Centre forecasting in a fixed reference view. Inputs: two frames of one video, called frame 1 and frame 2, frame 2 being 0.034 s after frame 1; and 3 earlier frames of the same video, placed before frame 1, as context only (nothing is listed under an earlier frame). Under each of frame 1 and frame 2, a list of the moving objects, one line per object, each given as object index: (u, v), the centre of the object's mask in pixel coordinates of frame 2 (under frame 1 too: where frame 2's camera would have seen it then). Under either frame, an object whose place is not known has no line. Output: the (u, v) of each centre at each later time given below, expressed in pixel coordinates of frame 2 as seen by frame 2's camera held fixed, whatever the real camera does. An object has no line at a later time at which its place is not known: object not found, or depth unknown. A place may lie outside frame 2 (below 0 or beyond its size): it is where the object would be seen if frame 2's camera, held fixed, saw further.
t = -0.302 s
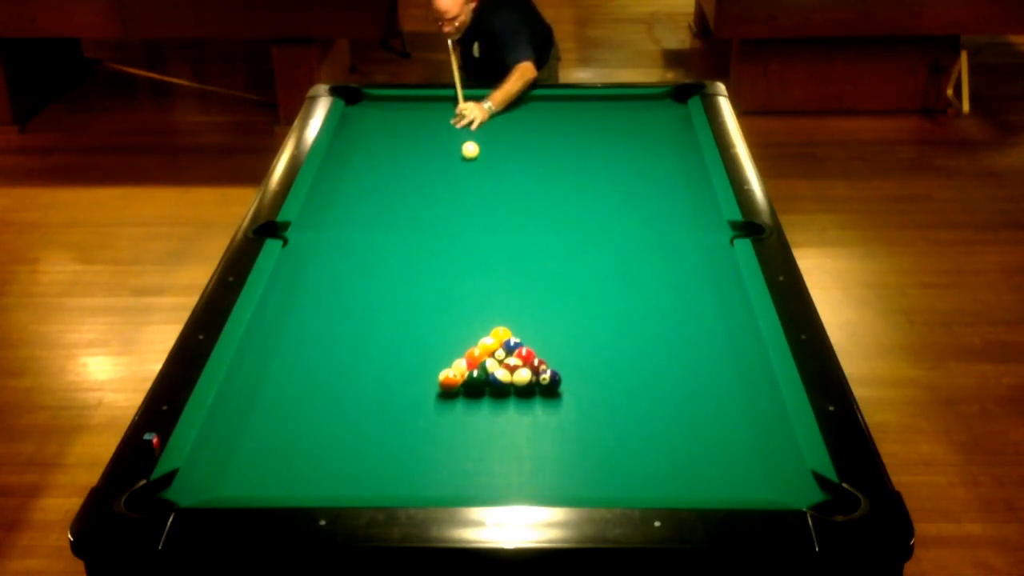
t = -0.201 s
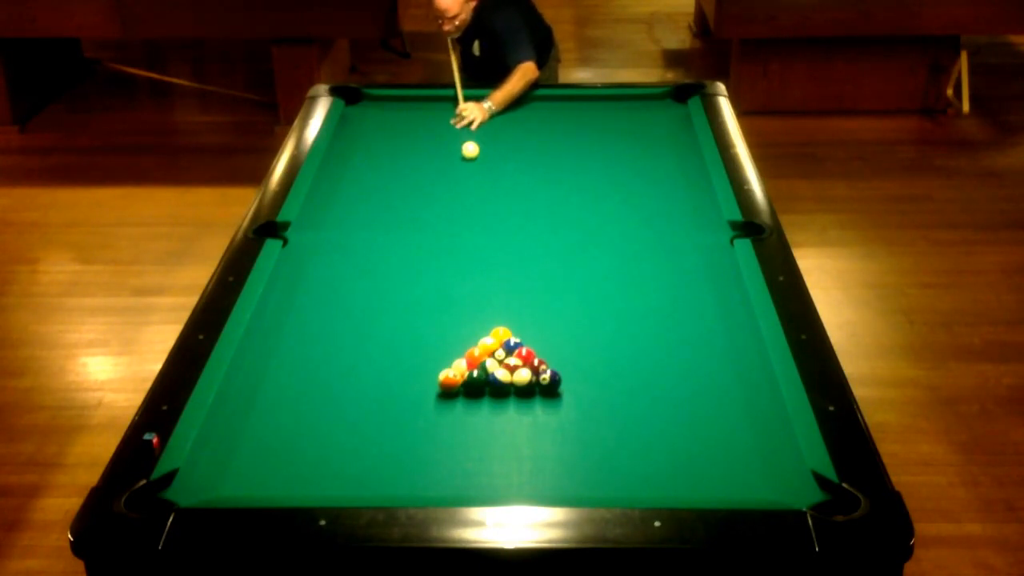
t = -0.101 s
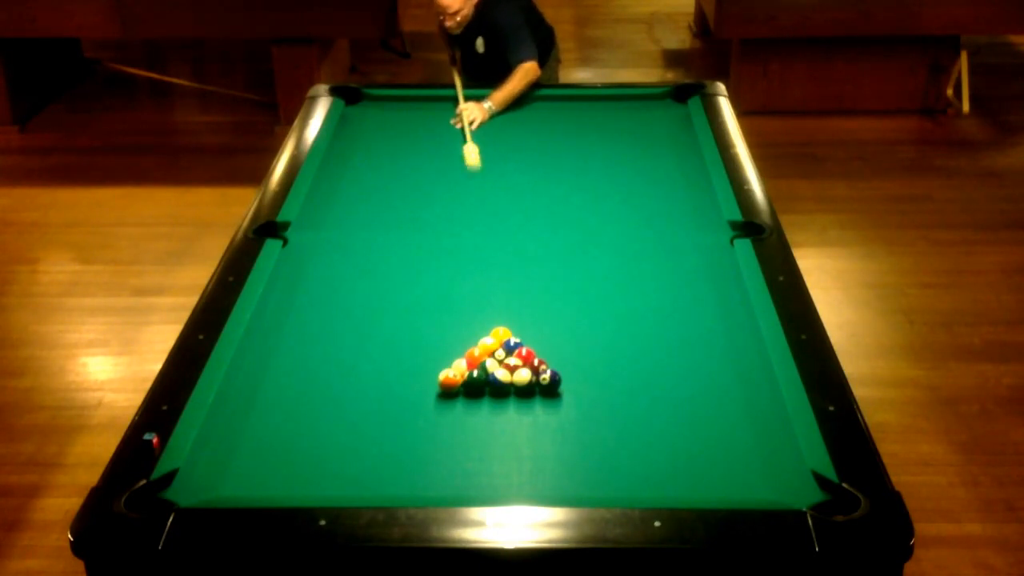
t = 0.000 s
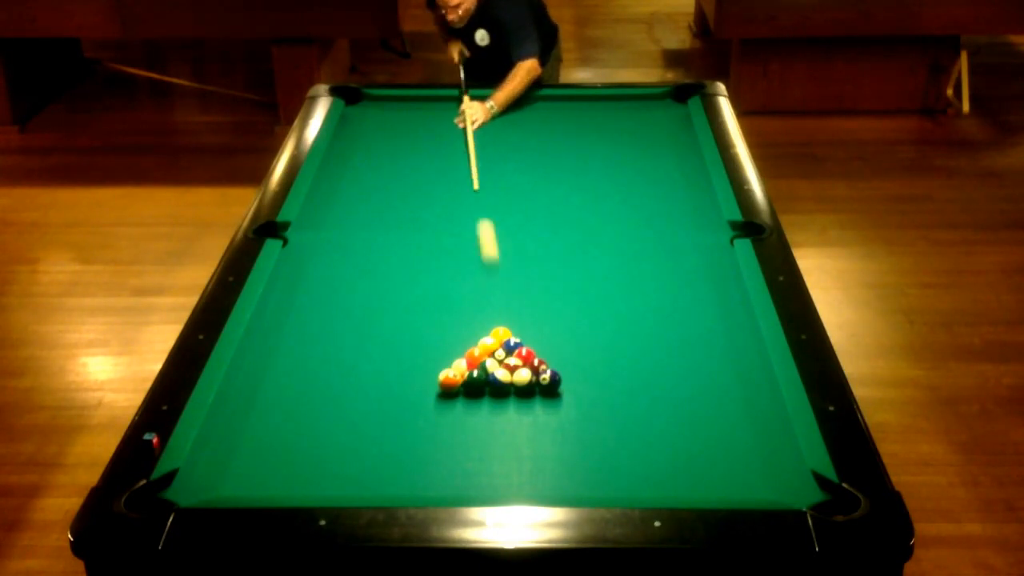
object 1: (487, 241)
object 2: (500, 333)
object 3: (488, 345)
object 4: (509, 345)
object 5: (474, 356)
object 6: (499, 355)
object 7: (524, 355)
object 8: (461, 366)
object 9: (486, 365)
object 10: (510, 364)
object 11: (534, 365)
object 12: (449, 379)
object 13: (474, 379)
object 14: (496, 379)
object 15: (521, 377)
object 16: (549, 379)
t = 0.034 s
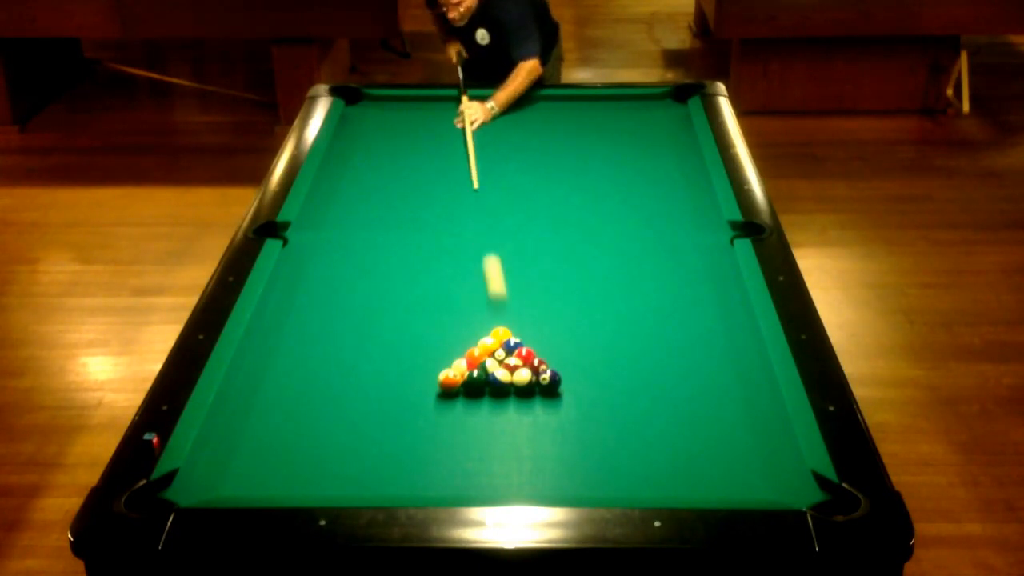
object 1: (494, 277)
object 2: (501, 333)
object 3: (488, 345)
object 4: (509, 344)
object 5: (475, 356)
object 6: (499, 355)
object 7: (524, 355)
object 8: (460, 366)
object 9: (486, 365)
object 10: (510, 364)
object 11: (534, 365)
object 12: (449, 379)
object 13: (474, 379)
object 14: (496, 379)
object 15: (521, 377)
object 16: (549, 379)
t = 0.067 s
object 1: (502, 310)
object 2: (501, 333)
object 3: (487, 345)
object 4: (509, 344)
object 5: (474, 355)
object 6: (499, 355)
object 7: (524, 354)
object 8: (460, 366)
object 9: (486, 365)
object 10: (510, 365)
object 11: (534, 366)
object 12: (448, 380)
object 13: (474, 379)
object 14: (496, 379)
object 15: (521, 378)
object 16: (549, 379)
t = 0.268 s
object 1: (610, 297)
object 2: (507, 324)
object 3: (450, 326)
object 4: (519, 341)
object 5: (419, 344)
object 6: (506, 355)
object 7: (554, 348)
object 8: (422, 363)
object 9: (487, 368)
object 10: (512, 370)
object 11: (556, 367)
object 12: (295, 463)
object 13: (474, 439)
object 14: (514, 425)
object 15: (573, 440)
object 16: (655, 470)
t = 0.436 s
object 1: (695, 284)
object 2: (513, 314)
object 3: (423, 311)
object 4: (523, 335)
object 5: (378, 336)
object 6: (510, 355)
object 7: (578, 343)
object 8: (392, 360)
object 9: (487, 369)
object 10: (512, 371)
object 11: (566, 372)
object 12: (258, 405)
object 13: (475, 483)
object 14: (526, 463)
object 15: (610, 481)
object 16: (705, 461)
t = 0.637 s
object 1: (700, 277)
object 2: (520, 303)
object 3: (394, 294)
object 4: (529, 329)
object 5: (332, 326)
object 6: (515, 355)
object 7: (603, 336)
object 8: (357, 355)
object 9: (487, 369)
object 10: (512, 376)
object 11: (581, 375)
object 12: (260, 352)
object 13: (479, 457)
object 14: (539, 477)
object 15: (626, 454)
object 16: (745, 424)
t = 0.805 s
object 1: (661, 279)
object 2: (525, 295)
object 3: (371, 281)
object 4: (533, 324)
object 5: (316, 308)
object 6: (518, 356)
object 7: (625, 331)
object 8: (330, 351)
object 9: (487, 369)
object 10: (512, 376)
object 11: (592, 375)
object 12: (279, 326)
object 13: (482, 435)
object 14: (545, 458)
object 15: (638, 433)
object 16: (770, 397)
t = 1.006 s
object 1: (625, 289)
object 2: (530, 285)
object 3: (345, 266)
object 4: (537, 320)
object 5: (330, 276)
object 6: (521, 358)
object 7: (648, 325)
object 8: (298, 348)
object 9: (487, 368)
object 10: (512, 376)
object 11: (604, 377)
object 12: (264, 311)
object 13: (486, 411)
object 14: (553, 437)
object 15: (653, 410)
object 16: (738, 368)
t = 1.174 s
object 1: (595, 298)
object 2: (535, 278)
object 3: (339, 246)
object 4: (540, 316)
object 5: (322, 262)
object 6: (522, 357)
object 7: (666, 320)
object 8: (273, 344)
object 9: (487, 369)
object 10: (512, 376)
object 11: (613, 378)
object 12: (278, 297)
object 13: (487, 392)
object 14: (557, 422)
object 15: (664, 391)
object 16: (716, 346)
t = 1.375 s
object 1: (564, 308)
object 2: (539, 269)
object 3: (332, 224)
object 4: (538, 314)
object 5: (314, 248)
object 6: (523, 357)
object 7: (684, 311)
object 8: (254, 340)
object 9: (486, 362)
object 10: (513, 375)
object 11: (623, 379)
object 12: (294, 280)
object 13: (491, 379)
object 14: (564, 405)
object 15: (676, 372)
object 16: (692, 325)
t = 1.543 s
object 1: (562, 310)
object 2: (543, 262)
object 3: (327, 207)
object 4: (517, 316)
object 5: (307, 237)
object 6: (522, 356)
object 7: (693, 298)
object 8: (271, 336)
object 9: (485, 356)
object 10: (516, 374)
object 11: (630, 378)
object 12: (305, 268)
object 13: (491, 379)
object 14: (568, 391)
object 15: (686, 356)
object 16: (683, 322)
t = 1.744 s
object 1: (560, 312)
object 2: (546, 255)
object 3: (321, 189)
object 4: (494, 318)
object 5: (300, 225)
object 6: (522, 355)
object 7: (703, 282)
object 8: (287, 332)
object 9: (483, 346)
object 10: (518, 373)
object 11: (636, 378)
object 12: (319, 254)
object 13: (491, 379)
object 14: (572, 376)
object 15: (696, 341)
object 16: (673, 317)
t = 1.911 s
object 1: (559, 314)
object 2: (549, 250)
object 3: (326, 176)
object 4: (476, 319)
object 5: (315, 221)
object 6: (522, 355)
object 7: (711, 270)
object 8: (301, 328)
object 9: (482, 338)
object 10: (519, 373)
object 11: (641, 379)
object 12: (329, 243)
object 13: (491, 377)
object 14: (577, 368)
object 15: (704, 327)
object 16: (665, 313)
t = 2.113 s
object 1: (558, 315)
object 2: (552, 244)
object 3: (338, 162)
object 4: (455, 323)
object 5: (332, 217)
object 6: (522, 355)
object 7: (719, 257)
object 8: (315, 326)
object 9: (482, 330)
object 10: (519, 373)
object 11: (645, 379)
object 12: (340, 232)
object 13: (491, 377)
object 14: (581, 354)
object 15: (714, 312)
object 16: (657, 309)
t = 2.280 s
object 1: (557, 316)
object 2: (555, 240)
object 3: (347, 152)
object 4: (438, 325)
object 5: (346, 212)
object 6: (522, 355)
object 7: (723, 246)
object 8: (325, 323)
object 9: (481, 325)
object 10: (520, 373)
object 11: (647, 379)
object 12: (349, 224)
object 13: (491, 377)
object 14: (584, 345)
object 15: (720, 300)
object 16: (651, 306)
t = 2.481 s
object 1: (557, 317)
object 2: (558, 235)
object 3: (358, 140)
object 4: (419, 328)
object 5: (358, 206)
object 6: (522, 355)
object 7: (715, 236)
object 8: (339, 320)
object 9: (480, 318)
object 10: (520, 373)
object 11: (649, 379)
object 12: (363, 219)
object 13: (491, 376)
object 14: (588, 336)
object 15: (729, 289)
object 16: (645, 302)
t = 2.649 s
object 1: (557, 317)
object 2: (560, 231)
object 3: (366, 131)
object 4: (404, 330)
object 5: (368, 201)
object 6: (522, 355)
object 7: (710, 229)
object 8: (347, 318)
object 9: (479, 312)
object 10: (520, 373)
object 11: (650, 380)
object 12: (372, 216)
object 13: (491, 376)
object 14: (591, 328)
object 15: (733, 280)
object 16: (641, 301)
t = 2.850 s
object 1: (557, 317)
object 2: (562, 227)
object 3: (375, 121)
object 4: (388, 331)
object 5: (379, 195)
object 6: (522, 355)
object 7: (703, 220)
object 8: (356, 315)
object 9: (478, 309)
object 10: (520, 373)
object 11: (649, 380)
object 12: (383, 212)
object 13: (491, 378)
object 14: (593, 319)
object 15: (725, 272)
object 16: (637, 298)
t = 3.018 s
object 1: (557, 317)
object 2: (563, 225)
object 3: (382, 114)
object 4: (376, 332)
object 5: (387, 191)
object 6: (522, 355)
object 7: (698, 214)
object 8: (363, 313)
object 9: (478, 306)
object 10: (520, 373)
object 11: (649, 380)
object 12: (393, 210)
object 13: (491, 378)
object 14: (595, 313)
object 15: (720, 265)
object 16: (634, 296)
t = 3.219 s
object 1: (557, 317)
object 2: (565, 222)
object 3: (390, 105)
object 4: (361, 334)
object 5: (396, 186)
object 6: (522, 355)
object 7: (692, 207)
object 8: (371, 311)
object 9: (478, 301)
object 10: (520, 373)
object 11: (649, 380)
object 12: (401, 207)
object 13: (491, 377)
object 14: (597, 307)
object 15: (713, 259)
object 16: (631, 294)
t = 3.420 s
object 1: (557, 317)
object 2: (566, 219)
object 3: (397, 98)
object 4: (348, 336)
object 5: (405, 181)
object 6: (522, 355)
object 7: (687, 201)
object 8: (376, 310)
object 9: (478, 297)
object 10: (520, 373)
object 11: (649, 379)
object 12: (410, 204)
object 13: (491, 378)
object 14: (600, 302)
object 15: (706, 252)
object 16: (630, 293)
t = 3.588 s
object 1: (557, 317)
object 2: (567, 217)
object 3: (399, 101)
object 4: (338, 338)
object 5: (411, 177)
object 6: (522, 355)
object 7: (683, 195)
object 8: (379, 309)
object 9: (478, 294)
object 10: (520, 373)
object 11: (649, 379)
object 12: (416, 202)
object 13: (491, 378)
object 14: (601, 297)
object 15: (701, 246)
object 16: (629, 293)
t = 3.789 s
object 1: (557, 317)
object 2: (568, 216)
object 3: (400, 105)
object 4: (327, 339)
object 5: (418, 173)
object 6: (522, 355)
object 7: (679, 190)
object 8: (382, 308)
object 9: (478, 291)
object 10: (520, 373)
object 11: (649, 379)
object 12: (423, 200)
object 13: (491, 377)
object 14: (602, 291)
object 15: (696, 242)
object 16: (629, 293)
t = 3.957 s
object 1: (557, 317)
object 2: (569, 215)
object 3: (402, 108)
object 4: (319, 340)
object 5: (423, 170)
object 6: (522, 355)
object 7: (675, 186)
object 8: (384, 307)
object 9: (478, 292)
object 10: (520, 373)
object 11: (649, 379)
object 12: (428, 199)
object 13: (491, 378)
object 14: (603, 288)
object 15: (693, 239)
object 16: (629, 293)
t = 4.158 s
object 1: (557, 317)
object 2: (569, 215)
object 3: (404, 112)
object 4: (311, 341)
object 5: (429, 167)
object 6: (522, 355)
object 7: (671, 181)
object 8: (385, 307)
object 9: (478, 291)
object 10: (520, 373)
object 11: (649, 379)
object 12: (433, 197)
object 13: (491, 378)
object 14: (603, 285)
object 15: (689, 234)
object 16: (629, 293)
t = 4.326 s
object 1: (557, 317)
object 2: (569, 214)
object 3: (406, 114)
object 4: (306, 342)
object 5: (434, 164)
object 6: (522, 355)
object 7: (669, 178)
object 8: (386, 307)
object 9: (478, 290)
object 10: (520, 373)
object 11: (649, 379)
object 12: (437, 196)
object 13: (491, 377)
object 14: (604, 281)
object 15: (685, 231)
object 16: (629, 293)
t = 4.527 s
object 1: (557, 317)
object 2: (569, 215)
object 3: (408, 118)
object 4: (300, 342)
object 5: (438, 162)
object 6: (522, 355)
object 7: (665, 174)
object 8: (386, 307)
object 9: (478, 291)
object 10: (520, 373)
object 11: (649, 379)
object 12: (440, 195)
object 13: (491, 377)
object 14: (604, 279)
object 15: (681, 228)
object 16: (629, 293)
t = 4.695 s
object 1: (557, 317)
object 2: (569, 214)
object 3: (409, 120)
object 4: (297, 343)
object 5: (442, 160)
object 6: (522, 355)
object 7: (663, 172)
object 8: (386, 307)
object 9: (478, 290)
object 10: (520, 373)
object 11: (649, 380)
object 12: (443, 195)
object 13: (491, 377)
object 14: (604, 276)
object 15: (679, 226)
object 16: (629, 293)
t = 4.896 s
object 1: (557, 317)
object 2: (569, 214)
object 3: (411, 122)
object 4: (294, 343)
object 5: (445, 158)
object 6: (522, 355)
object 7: (661, 169)
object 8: (386, 307)
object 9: (478, 290)
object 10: (520, 373)
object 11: (649, 379)
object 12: (445, 195)
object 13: (491, 377)
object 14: (604, 276)
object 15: (676, 224)
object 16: (629, 293)
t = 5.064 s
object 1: (557, 317)
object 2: (569, 215)
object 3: (412, 124)
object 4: (292, 343)
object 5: (448, 157)
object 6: (522, 355)
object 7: (659, 167)
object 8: (386, 307)
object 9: (478, 290)
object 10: (520, 373)
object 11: (649, 380)
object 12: (446, 195)
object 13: (491, 377)
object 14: (603, 275)
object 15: (674, 222)
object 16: (629, 293)
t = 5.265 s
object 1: (557, 317)
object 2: (569, 215)
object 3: (413, 126)
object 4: (292, 343)
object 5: (450, 156)
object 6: (522, 355)
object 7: (657, 165)
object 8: (386, 307)
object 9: (478, 290)
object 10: (520, 373)
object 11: (649, 380)
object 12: (446, 195)
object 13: (491, 378)
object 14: (603, 275)
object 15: (673, 221)
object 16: (629, 293)
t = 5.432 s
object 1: (557, 317)
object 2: (569, 215)
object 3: (414, 128)
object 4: (292, 343)
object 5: (452, 155)
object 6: (522, 355)
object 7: (657, 163)
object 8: (386, 307)
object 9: (478, 290)
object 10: (520, 373)
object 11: (649, 380)
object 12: (446, 195)
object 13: (491, 377)
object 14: (603, 275)
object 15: (672, 221)
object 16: (629, 293)
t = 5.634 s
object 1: (557, 317)
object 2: (569, 215)
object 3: (415, 129)
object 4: (292, 343)
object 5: (453, 154)
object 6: (522, 355)
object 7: (656, 162)
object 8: (385, 307)
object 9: (478, 290)
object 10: (519, 373)
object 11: (649, 379)
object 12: (446, 195)
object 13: (491, 378)
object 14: (603, 274)
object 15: (672, 221)
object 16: (629, 293)
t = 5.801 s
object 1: (557, 317)
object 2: (569, 215)
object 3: (416, 130)
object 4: (292, 343)
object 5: (454, 153)
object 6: (522, 355)
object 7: (655, 162)
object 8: (385, 307)
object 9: (478, 290)
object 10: (519, 373)
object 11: (649, 379)
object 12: (446, 195)
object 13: (491, 378)
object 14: (603, 274)
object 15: (672, 221)
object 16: (629, 293)
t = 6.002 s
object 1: (557, 317)
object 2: (569, 215)
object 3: (416, 131)
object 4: (292, 343)
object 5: (454, 153)
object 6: (522, 355)
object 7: (655, 162)
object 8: (386, 307)
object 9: (478, 290)
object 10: (519, 373)
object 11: (649, 379)
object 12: (446, 195)
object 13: (491, 377)
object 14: (603, 274)
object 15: (672, 221)
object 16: (629, 293)
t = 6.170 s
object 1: (557, 317)
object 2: (569, 215)
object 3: (416, 131)
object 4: (292, 343)
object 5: (454, 153)
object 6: (522, 355)
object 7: (655, 161)
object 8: (385, 307)
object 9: (478, 290)
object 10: (519, 373)
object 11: (649, 380)
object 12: (446, 195)
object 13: (491, 377)
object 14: (603, 274)
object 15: (673, 221)
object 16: (629, 293)
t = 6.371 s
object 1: (557, 317)
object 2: (569, 214)
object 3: (416, 132)
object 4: (292, 343)
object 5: (455, 153)
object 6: (522, 355)
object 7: (655, 161)
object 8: (385, 307)
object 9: (478, 291)
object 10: (520, 373)
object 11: (649, 381)
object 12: (446, 195)
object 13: (491, 377)
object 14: (603, 274)
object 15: (672, 221)
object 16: (629, 293)
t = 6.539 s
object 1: (557, 317)
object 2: (569, 214)
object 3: (416, 132)
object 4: (292, 343)
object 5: (455, 153)
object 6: (522, 355)
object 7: (655, 161)
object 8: (386, 307)
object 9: (478, 291)
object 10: (520, 373)
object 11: (649, 381)
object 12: (446, 195)
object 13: (491, 377)
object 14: (603, 274)
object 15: (673, 221)
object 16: (629, 293)
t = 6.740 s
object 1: (557, 317)
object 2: (569, 214)
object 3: (416, 132)
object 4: (292, 343)
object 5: (455, 153)
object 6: (522, 355)
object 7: (655, 161)
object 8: (386, 307)
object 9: (478, 291)
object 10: (520, 373)
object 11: (649, 381)
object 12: (446, 195)
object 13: (491, 377)
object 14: (603, 274)
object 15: (672, 221)
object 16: (629, 293)
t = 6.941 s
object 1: (557, 317)
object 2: (569, 214)
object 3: (416, 132)
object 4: (292, 343)
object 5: (455, 153)
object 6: (522, 355)
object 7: (655, 161)
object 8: (386, 307)
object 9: (478, 291)
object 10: (520, 373)
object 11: (649, 380)
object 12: (446, 195)
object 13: (491, 378)
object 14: (603, 274)
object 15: (672, 221)
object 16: (629, 293)
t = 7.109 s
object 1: (557, 317)
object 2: (569, 214)
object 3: (416, 132)
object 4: (292, 343)
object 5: (455, 153)
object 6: (522, 355)
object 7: (655, 161)
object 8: (386, 307)
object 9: (478, 291)
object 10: (520, 373)
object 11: (649, 381)
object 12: (446, 195)
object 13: (491, 377)
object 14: (603, 274)
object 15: (672, 221)
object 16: (629, 293)
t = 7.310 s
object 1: (557, 317)
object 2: (569, 214)
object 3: (416, 132)
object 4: (292, 343)
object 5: (455, 153)
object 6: (522, 355)
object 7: (655, 161)
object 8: (385, 307)
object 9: (478, 291)
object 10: (520, 373)
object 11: (649, 380)
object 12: (446, 195)
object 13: (491, 377)
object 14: (603, 274)
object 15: (672, 221)
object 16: (629, 293)
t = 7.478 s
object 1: (557, 317)
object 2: (569, 214)
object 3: (416, 132)
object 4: (292, 343)
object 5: (455, 153)
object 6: (522, 355)
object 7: (655, 161)
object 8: (385, 308)
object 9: (478, 291)
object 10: (520, 373)
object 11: (649, 380)
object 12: (446, 195)
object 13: (491, 378)
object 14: (603, 273)
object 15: (672, 221)
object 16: (629, 293)
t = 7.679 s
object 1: (557, 317)
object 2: (569, 214)
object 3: (416, 132)
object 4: (292, 343)
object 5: (455, 153)
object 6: (522, 355)
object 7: (655, 161)
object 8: (385, 308)
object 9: (478, 291)
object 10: (520, 373)
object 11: (649, 379)
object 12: (446, 195)
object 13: (491, 378)
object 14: (603, 274)
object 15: (672, 221)
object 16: (629, 293)
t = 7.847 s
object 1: (557, 317)
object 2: (569, 214)
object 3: (416, 132)
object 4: (292, 343)
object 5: (455, 153)
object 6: (522, 355)
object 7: (655, 161)
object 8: (385, 308)
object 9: (478, 292)
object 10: (520, 373)
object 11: (649, 379)
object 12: (446, 195)
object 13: (491, 378)
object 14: (603, 274)
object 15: (672, 221)
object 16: (629, 293)
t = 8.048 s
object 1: (557, 317)
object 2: (569, 214)
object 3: (416, 132)
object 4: (292, 343)
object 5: (455, 153)
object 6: (522, 355)
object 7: (655, 161)
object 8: (385, 308)
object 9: (478, 292)
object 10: (520, 373)
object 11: (649, 381)
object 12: (446, 195)
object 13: (491, 377)
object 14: (603, 273)
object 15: (672, 221)
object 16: (629, 293)
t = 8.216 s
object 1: (557, 317)
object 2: (569, 214)
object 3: (416, 132)
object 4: (292, 343)
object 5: (455, 153)
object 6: (522, 355)
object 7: (655, 161)
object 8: (385, 307)
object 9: (478, 292)
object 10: (520, 373)
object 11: (649, 381)
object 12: (446, 195)
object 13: (491, 378)
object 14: (603, 273)
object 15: (672, 221)
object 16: (629, 293)
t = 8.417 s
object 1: (557, 317)
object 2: (569, 214)
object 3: (416, 132)
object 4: (292, 343)
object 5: (455, 153)
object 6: (522, 355)
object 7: (655, 161)
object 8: (385, 307)
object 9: (478, 292)
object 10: (520, 373)
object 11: (649, 381)
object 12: (446, 195)
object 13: (491, 378)
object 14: (603, 273)
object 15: (672, 221)
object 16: (629, 293)
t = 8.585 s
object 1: (557, 317)
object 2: (569, 214)
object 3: (416, 132)
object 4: (292, 343)
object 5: (455, 153)
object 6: (522, 355)
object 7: (655, 161)
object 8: (386, 307)
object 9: (478, 292)
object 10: (520, 373)
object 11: (649, 381)
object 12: (446, 195)
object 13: (491, 377)
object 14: (603, 273)
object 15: (672, 221)
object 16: (629, 293)
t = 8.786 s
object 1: (557, 317)
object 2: (569, 214)
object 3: (416, 132)
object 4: (292, 343)
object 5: (455, 153)
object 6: (522, 355)
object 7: (655, 161)
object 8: (385, 307)
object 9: (478, 292)
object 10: (520, 373)
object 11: (649, 381)
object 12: (446, 195)
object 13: (491, 378)
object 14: (603, 274)
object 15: (672, 221)
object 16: (629, 293)
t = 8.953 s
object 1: (557, 316)
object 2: (569, 214)
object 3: (416, 132)
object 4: (292, 343)
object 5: (455, 153)
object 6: (522, 355)
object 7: (655, 161)
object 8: (385, 307)
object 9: (478, 292)
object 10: (520, 370)
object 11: (649, 381)
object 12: (446, 195)
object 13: (491, 377)
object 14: (603, 273)
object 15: (672, 221)
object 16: (629, 293)
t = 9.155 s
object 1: (557, 317)
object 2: (569, 214)
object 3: (416, 132)
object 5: (455, 153)
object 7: (655, 161)
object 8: (385, 307)
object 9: (478, 292)
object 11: (649, 380)
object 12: (446, 195)
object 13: (491, 378)
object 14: (603, 273)
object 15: (672, 221)
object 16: (629, 293)
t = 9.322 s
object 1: (557, 317)
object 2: (569, 214)
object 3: (416, 132)
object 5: (455, 153)
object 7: (655, 161)
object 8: (385, 307)
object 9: (478, 292)
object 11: (649, 381)
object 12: (446, 195)
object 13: (491, 378)
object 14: (603, 273)
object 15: (672, 221)
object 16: (629, 293)
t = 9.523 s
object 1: (557, 317)
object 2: (569, 214)
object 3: (416, 132)
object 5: (455, 153)
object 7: (655, 161)
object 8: (385, 307)
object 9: (478, 292)
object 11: (649, 381)
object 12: (446, 195)
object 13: (491, 377)
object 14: (603, 274)
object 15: (672, 221)
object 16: (629, 293)
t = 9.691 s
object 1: (557, 317)
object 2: (569, 214)
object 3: (416, 132)
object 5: (455, 153)
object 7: (655, 161)
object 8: (385, 307)
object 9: (478, 292)
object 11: (649, 381)
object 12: (446, 195)
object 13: (491, 378)
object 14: (603, 274)
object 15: (672, 221)
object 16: (629, 293)
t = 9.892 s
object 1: (557, 317)
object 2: (569, 214)
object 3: (416, 132)
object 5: (455, 153)
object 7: (655, 161)
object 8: (385, 307)
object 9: (478, 292)
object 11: (649, 381)
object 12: (446, 195)
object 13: (491, 378)
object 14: (603, 274)
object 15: (672, 221)
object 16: (629, 293)
